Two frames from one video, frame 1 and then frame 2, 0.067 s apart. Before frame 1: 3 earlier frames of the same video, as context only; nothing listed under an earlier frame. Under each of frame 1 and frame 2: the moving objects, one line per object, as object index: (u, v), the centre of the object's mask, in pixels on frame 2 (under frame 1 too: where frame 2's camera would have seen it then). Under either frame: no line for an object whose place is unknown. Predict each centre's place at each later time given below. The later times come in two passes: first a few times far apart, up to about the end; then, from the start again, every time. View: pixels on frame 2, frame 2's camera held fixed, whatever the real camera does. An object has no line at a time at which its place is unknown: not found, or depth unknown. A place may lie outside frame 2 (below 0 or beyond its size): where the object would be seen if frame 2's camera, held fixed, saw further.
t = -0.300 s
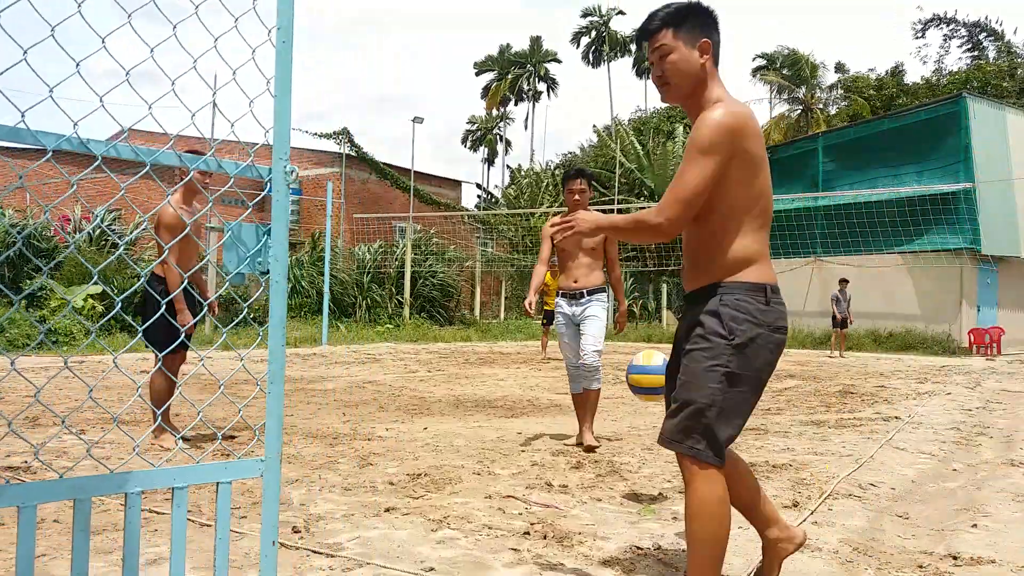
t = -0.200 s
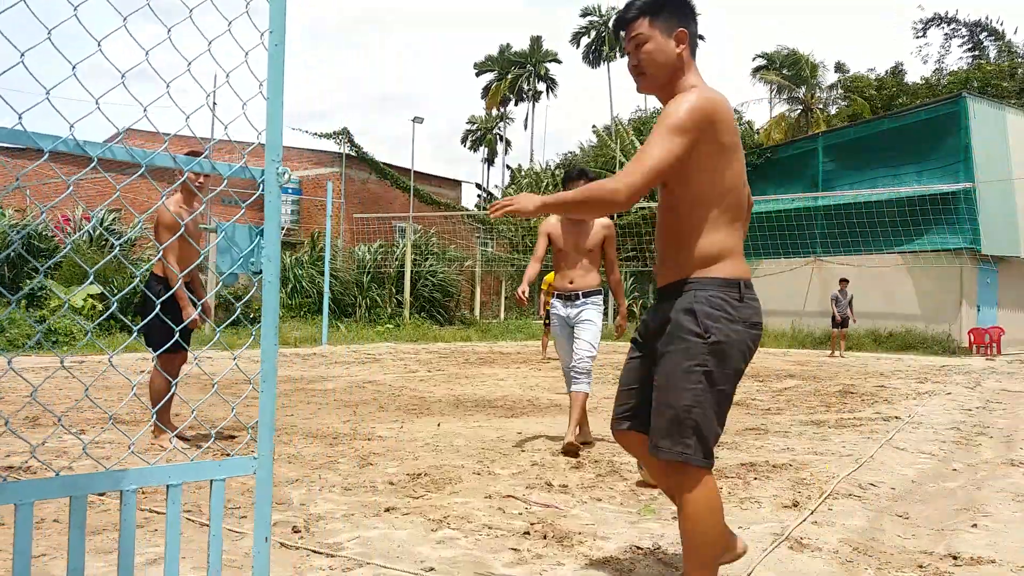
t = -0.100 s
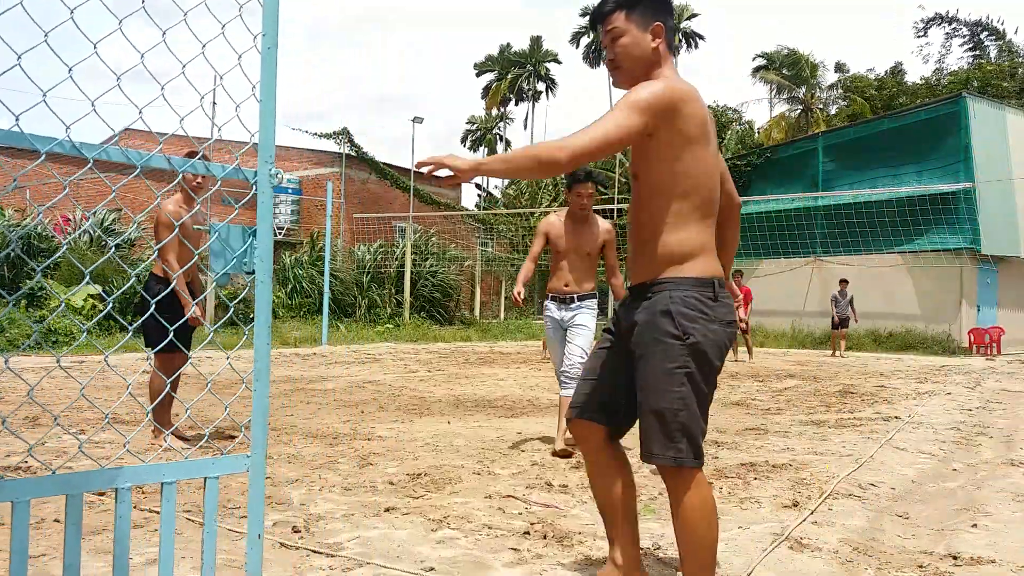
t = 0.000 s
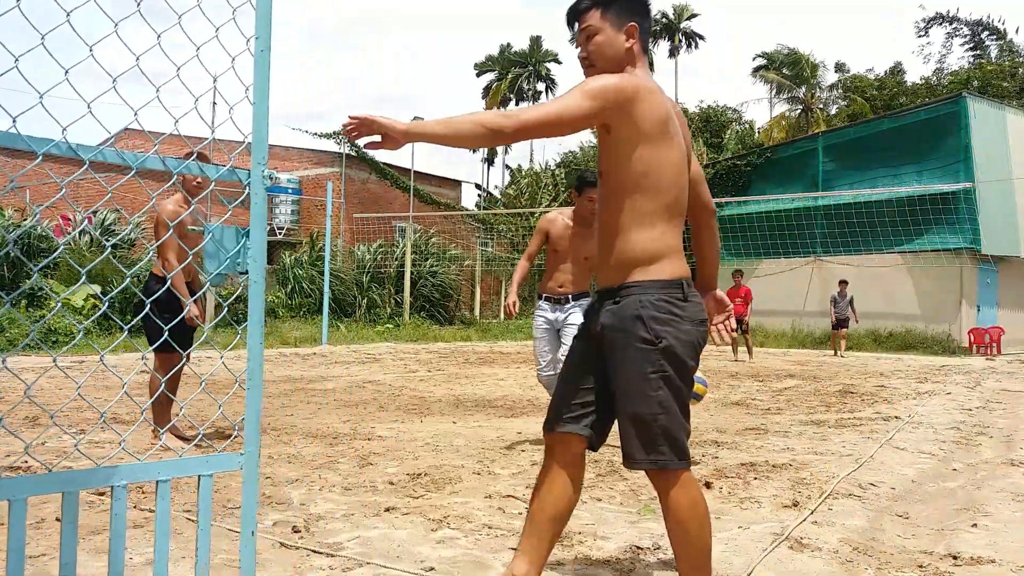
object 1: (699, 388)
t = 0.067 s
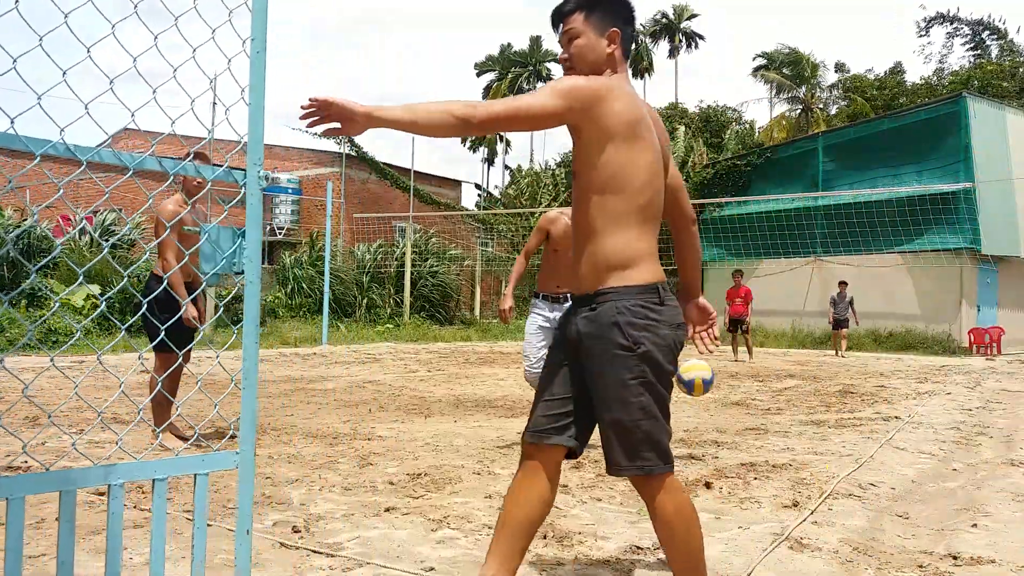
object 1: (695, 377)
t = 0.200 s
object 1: (709, 384)
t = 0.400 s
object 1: (726, 427)
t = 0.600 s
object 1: (747, 414)
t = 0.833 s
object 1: (766, 415)
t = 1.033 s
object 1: (777, 409)
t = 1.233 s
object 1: (789, 401)
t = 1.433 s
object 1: (793, 396)
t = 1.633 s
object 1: (794, 390)
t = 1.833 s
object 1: (795, 392)
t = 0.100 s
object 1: (698, 376)
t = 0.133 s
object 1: (702, 377)
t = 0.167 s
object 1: (705, 379)
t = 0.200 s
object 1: (709, 384)
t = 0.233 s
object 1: (711, 389)
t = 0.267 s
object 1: (714, 397)
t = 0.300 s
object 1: (717, 406)
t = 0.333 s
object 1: (720, 417)
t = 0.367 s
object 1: (722, 428)
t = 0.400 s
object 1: (726, 427)
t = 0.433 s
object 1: (730, 421)
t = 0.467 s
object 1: (733, 416)
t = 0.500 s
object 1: (737, 413)
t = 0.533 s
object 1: (740, 412)
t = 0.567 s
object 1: (743, 412)
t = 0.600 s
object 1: (747, 414)
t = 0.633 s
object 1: (750, 417)
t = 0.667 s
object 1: (753, 421)
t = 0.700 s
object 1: (755, 418)
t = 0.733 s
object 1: (758, 416)
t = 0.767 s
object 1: (761, 414)
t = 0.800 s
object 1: (763, 414)
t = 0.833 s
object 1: (766, 415)
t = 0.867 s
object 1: (768, 412)
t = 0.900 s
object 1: (770, 409)
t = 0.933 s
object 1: (772, 407)
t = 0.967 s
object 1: (774, 407)
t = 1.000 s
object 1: (776, 407)
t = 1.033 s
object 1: (777, 409)
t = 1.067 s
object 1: (780, 407)
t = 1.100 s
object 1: (782, 405)
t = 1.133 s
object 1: (784, 405)
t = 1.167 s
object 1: (786, 406)
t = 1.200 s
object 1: (787, 404)
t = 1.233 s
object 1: (789, 401)
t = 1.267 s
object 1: (790, 401)
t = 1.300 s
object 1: (791, 402)
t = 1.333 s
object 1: (792, 403)
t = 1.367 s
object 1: (792, 400)
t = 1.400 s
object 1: (793, 397)
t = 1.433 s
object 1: (793, 396)
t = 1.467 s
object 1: (794, 397)
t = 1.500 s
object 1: (794, 398)
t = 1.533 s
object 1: (794, 397)
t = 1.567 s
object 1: (794, 394)
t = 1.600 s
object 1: (794, 392)
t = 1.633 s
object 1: (794, 390)
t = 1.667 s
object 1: (794, 391)
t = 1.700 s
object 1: (795, 391)
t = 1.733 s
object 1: (795, 393)
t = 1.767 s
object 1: (795, 393)
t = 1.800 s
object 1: (795, 393)
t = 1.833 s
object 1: (795, 392)
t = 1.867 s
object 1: (795, 392)
